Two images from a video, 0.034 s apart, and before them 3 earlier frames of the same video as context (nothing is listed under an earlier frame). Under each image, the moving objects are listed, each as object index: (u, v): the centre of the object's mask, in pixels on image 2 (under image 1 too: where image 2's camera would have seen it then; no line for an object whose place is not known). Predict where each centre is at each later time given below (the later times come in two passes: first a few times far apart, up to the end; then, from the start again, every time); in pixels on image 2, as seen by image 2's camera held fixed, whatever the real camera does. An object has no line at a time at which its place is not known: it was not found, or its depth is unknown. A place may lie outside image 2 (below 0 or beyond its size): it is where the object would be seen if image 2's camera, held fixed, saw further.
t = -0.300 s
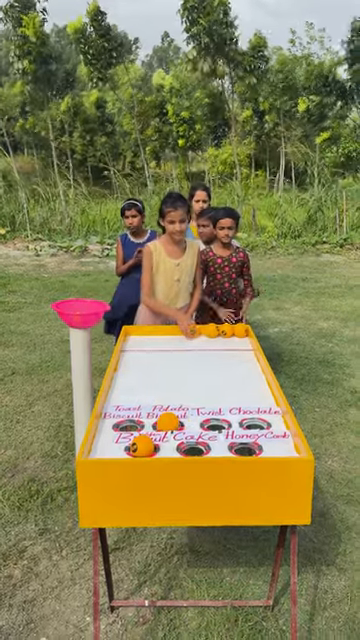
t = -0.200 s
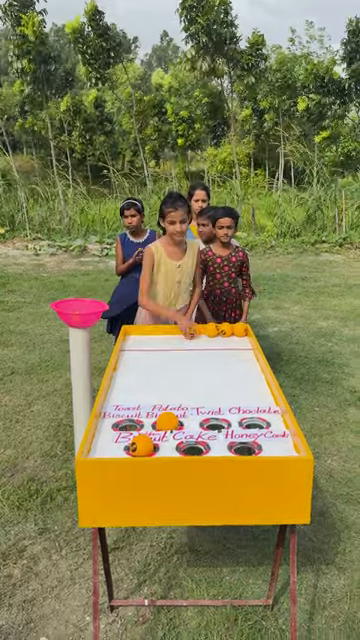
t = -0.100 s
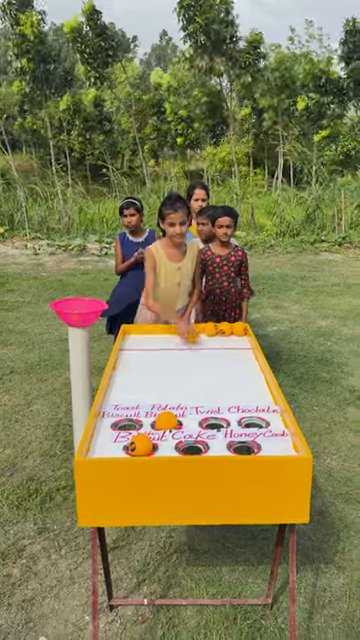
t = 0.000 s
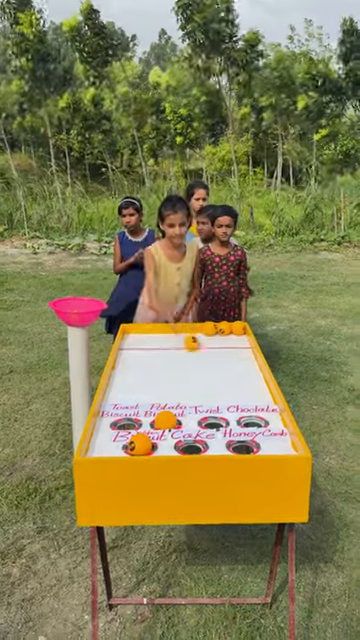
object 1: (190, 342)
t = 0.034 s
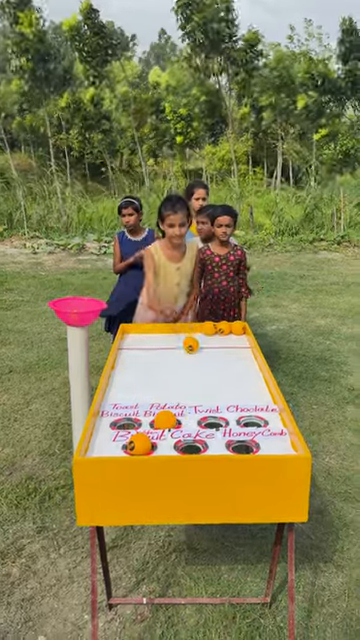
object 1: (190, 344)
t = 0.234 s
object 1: (192, 358)
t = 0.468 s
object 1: (194, 375)
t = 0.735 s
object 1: (195, 393)
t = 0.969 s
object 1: (196, 408)
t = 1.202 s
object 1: (198, 421)
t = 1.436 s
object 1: (197, 435)
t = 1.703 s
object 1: (190, 443)
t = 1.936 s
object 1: (190, 443)
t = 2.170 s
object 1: (190, 443)
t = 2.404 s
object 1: (190, 443)
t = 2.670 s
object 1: (190, 443)
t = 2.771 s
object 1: (190, 443)
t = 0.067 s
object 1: (191, 347)
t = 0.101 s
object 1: (191, 349)
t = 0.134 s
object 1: (191, 351)
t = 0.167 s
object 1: (191, 353)
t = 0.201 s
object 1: (191, 355)
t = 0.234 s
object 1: (192, 358)
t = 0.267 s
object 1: (192, 361)
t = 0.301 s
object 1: (192, 363)
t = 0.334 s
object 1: (192, 365)
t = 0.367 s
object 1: (193, 368)
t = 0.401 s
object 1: (193, 370)
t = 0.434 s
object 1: (193, 372)
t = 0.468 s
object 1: (194, 375)
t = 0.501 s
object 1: (194, 377)
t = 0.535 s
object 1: (194, 379)
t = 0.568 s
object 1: (194, 381)
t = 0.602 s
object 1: (195, 384)
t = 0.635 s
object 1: (195, 386)
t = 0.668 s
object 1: (195, 388)
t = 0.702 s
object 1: (195, 390)
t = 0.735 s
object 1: (195, 393)
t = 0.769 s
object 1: (195, 395)
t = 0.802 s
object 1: (195, 397)
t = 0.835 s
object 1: (195, 399)
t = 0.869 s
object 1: (195, 402)
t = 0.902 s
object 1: (196, 404)
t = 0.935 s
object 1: (196, 406)
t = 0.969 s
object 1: (196, 408)
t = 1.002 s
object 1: (197, 410)
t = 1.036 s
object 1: (197, 412)
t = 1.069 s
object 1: (197, 413)
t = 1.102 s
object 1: (197, 415)
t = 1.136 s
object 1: (197, 416)
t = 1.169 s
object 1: (197, 418)
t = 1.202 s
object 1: (198, 421)
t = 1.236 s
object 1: (197, 422)
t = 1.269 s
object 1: (198, 425)
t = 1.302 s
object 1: (198, 426)
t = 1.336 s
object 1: (198, 428)
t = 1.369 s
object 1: (198, 430)
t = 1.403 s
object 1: (198, 432)
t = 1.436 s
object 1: (197, 435)
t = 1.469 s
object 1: (195, 440)
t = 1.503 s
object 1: (190, 443)
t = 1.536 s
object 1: (187, 440)
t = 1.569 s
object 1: (185, 437)
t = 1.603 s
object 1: (185, 437)
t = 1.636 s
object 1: (187, 438)
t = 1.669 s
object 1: (190, 441)
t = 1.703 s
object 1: (190, 443)
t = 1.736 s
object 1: (189, 443)
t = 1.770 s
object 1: (189, 442)
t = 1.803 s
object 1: (190, 443)
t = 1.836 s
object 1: (190, 443)
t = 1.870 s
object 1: (190, 444)
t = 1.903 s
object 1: (190, 444)
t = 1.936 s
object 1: (190, 443)
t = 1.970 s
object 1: (190, 444)
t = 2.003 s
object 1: (190, 444)
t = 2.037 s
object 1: (190, 443)
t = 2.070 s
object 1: (190, 443)
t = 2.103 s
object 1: (190, 444)
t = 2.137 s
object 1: (190, 443)
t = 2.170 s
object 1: (190, 443)
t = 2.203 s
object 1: (190, 443)
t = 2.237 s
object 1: (190, 443)
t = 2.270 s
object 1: (190, 443)
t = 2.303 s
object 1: (190, 443)
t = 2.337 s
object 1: (190, 443)
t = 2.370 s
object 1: (190, 443)
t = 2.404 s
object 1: (190, 443)
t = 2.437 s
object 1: (190, 443)
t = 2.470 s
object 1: (190, 444)
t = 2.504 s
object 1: (190, 443)
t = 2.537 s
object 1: (190, 443)
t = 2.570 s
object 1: (190, 443)
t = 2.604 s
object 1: (190, 443)
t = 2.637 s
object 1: (190, 443)
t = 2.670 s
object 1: (190, 443)
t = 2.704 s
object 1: (190, 443)
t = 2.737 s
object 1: (190, 443)
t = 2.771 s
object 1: (190, 443)
